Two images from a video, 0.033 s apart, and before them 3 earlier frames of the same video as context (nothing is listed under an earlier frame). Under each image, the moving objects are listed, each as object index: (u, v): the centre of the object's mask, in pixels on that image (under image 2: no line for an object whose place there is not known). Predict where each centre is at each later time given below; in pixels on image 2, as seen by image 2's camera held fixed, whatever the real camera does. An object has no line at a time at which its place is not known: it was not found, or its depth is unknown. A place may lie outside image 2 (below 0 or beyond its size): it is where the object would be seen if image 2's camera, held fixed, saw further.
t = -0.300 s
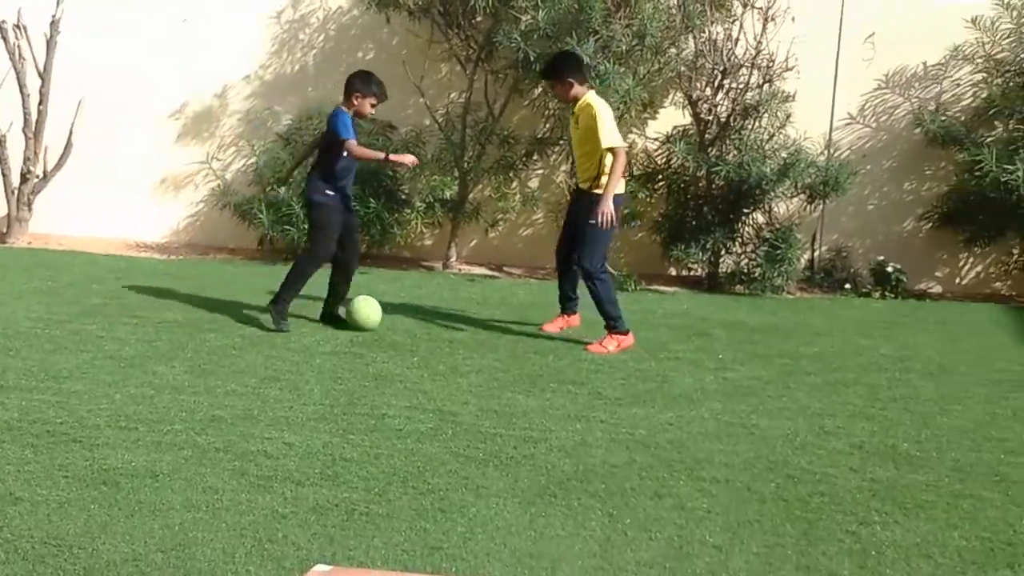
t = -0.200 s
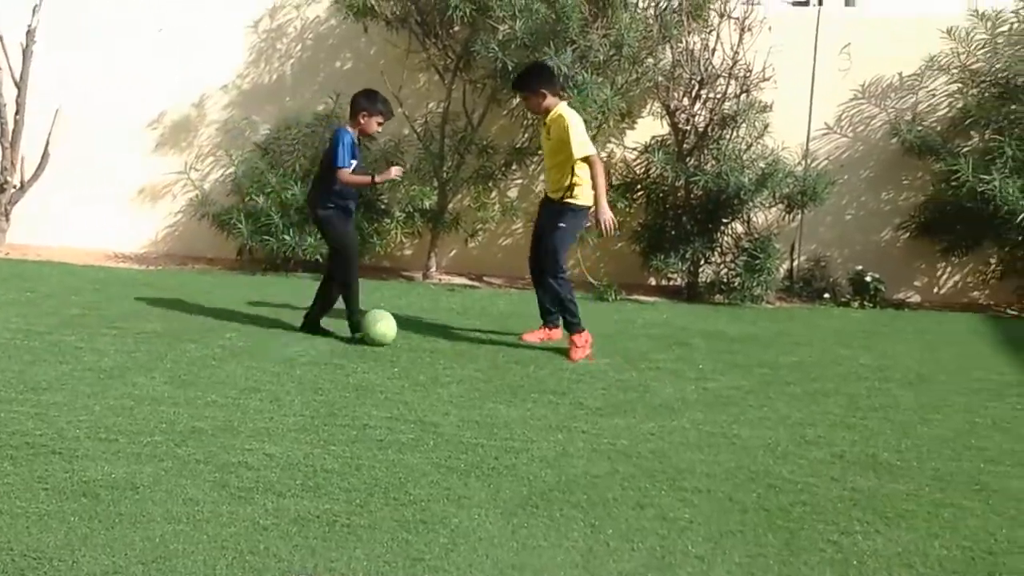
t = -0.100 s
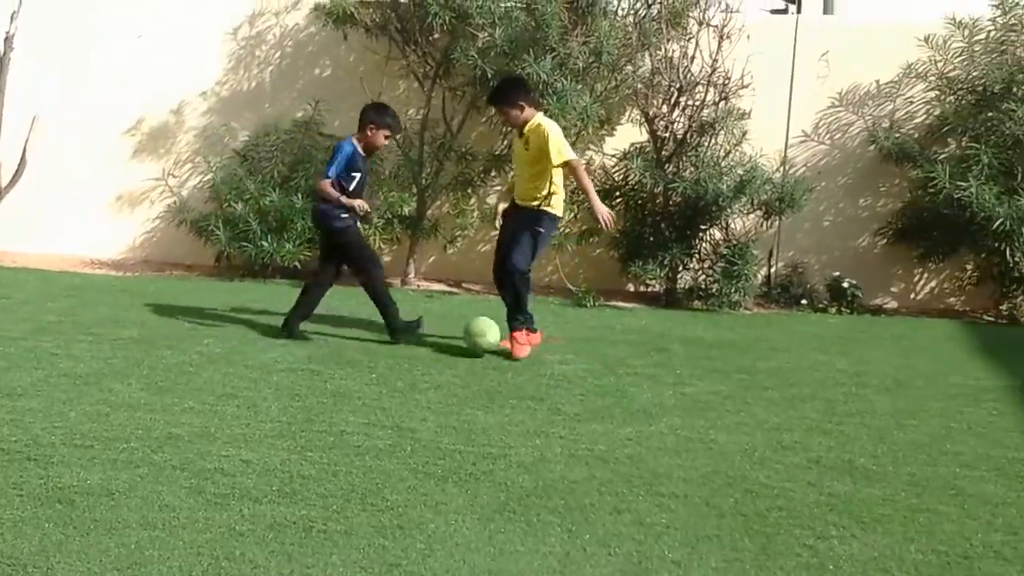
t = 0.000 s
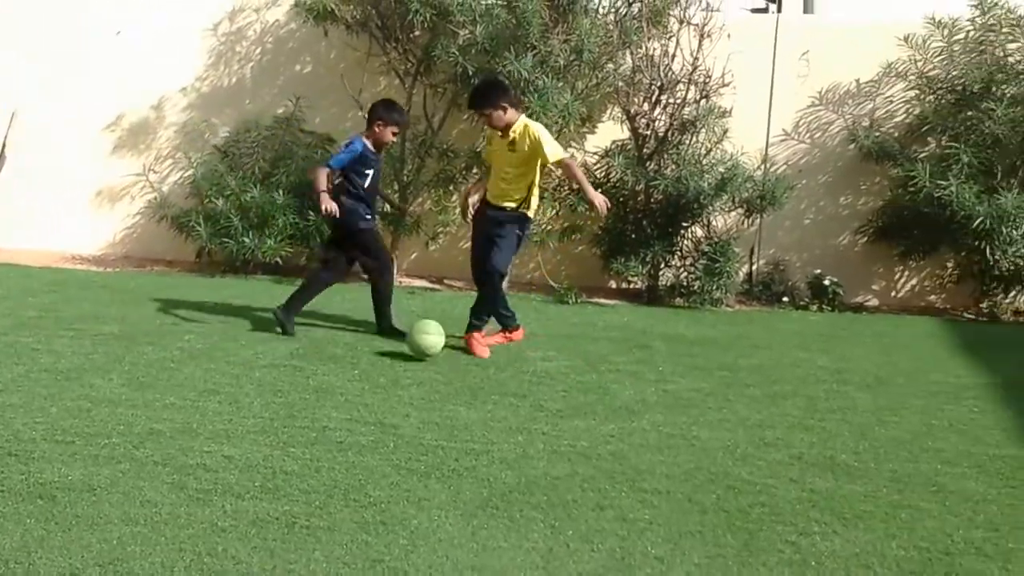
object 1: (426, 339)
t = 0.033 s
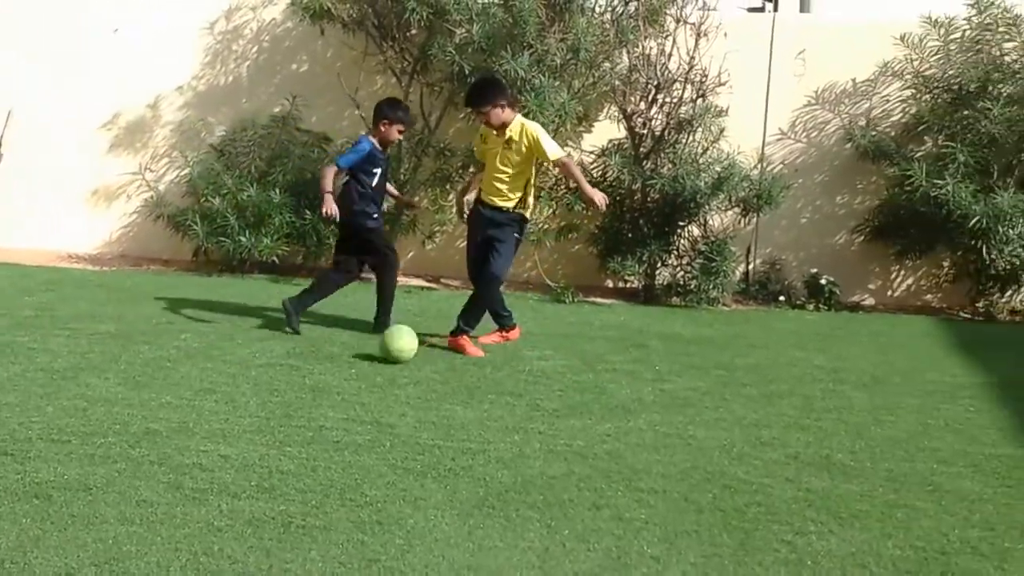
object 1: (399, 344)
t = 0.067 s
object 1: (375, 349)
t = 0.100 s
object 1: (356, 348)
